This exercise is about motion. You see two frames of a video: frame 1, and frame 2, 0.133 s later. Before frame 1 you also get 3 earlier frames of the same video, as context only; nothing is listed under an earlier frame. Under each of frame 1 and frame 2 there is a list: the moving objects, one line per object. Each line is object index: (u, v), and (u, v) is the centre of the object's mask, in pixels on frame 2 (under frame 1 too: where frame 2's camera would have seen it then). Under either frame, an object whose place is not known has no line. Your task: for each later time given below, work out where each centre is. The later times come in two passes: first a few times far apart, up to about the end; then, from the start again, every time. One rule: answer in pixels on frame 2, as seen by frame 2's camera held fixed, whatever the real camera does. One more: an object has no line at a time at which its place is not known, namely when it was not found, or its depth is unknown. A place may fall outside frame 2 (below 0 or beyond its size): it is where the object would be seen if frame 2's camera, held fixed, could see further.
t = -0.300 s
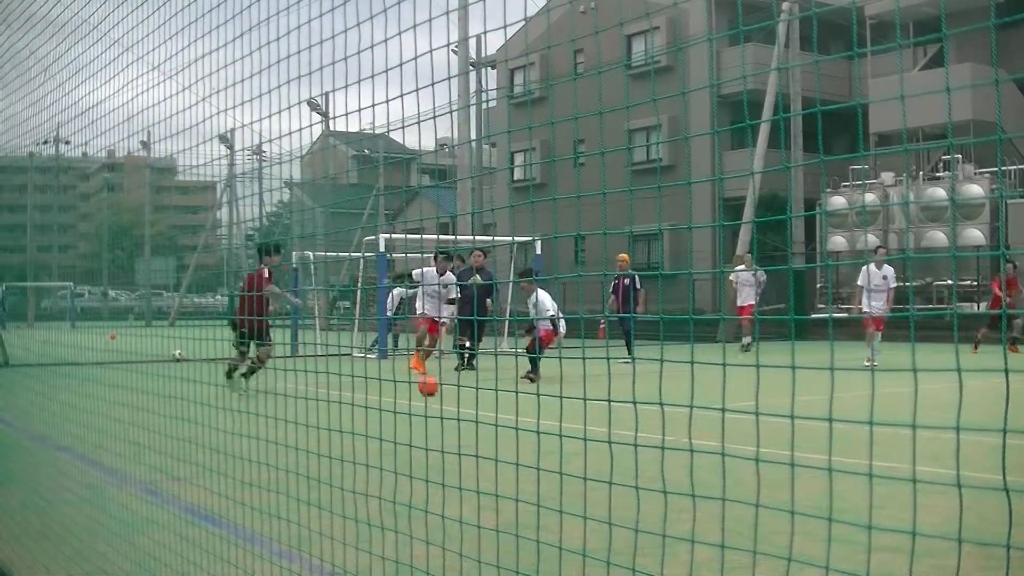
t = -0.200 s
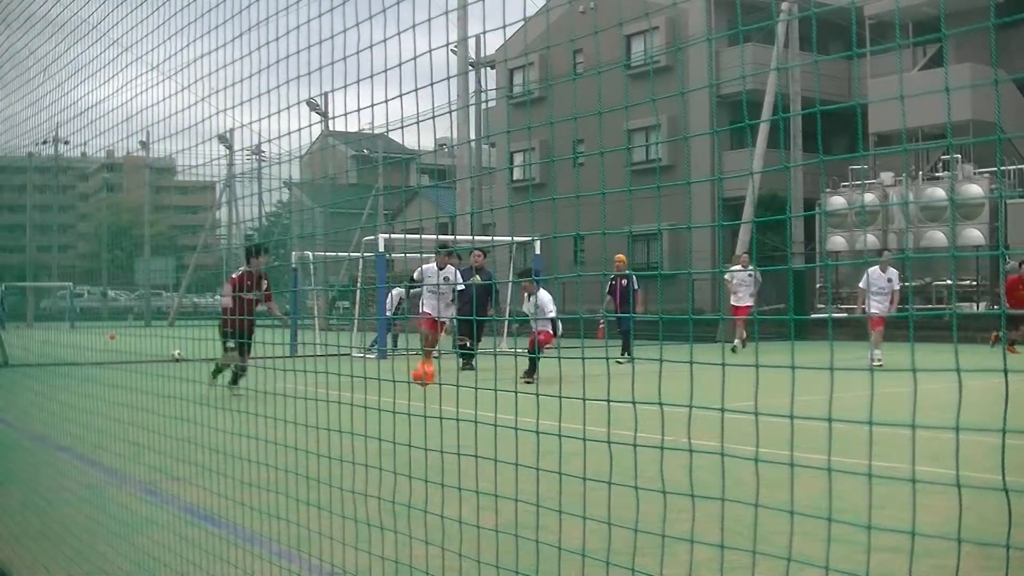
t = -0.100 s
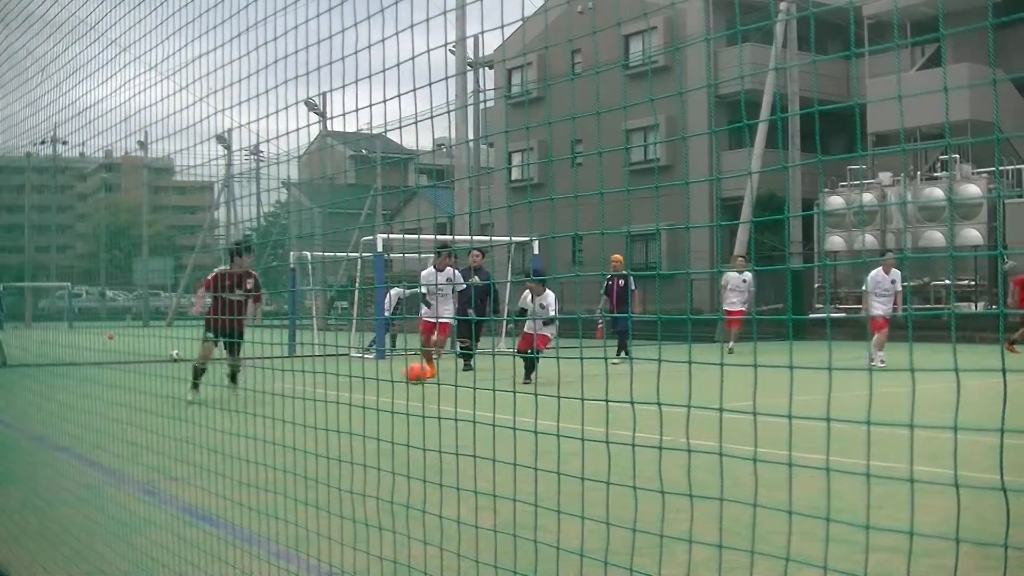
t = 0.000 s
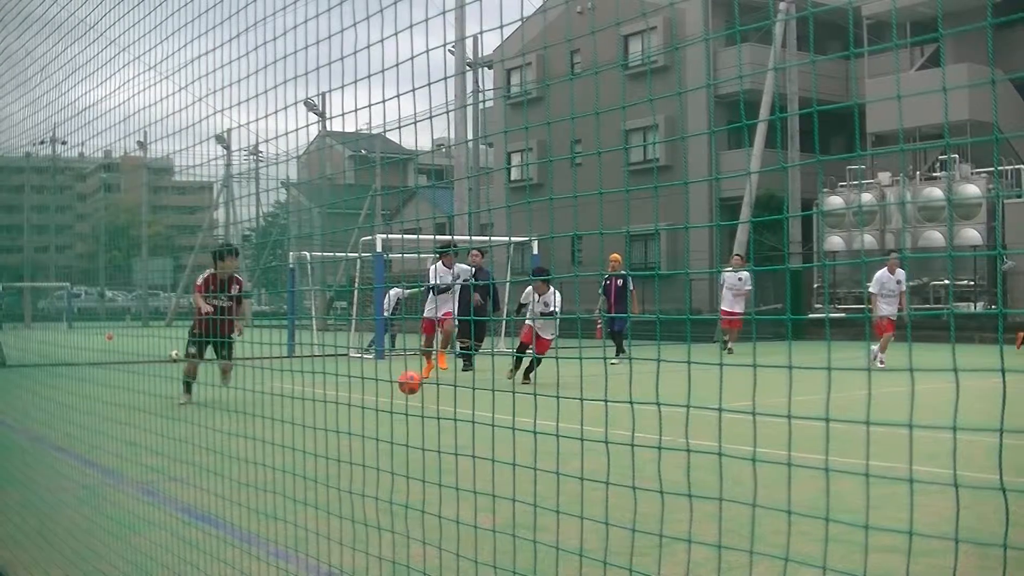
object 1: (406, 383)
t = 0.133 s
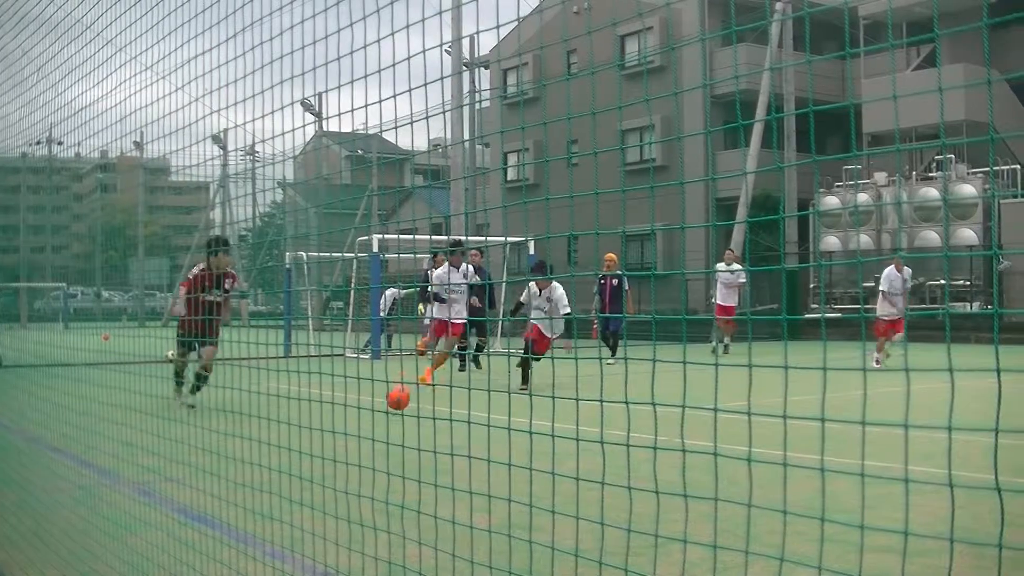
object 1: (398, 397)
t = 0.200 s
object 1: (393, 400)
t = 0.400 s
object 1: (376, 409)
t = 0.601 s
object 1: (356, 421)
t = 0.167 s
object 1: (395, 399)
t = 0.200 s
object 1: (393, 400)
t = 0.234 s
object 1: (390, 403)
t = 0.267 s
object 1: (387, 406)
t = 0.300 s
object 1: (385, 408)
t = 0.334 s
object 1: (381, 407)
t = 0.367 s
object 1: (378, 408)
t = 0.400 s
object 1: (376, 409)
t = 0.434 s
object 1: (372, 413)
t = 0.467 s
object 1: (369, 415)
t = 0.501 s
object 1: (366, 415)
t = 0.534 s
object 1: (362, 414)
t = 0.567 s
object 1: (359, 415)
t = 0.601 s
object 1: (356, 421)
